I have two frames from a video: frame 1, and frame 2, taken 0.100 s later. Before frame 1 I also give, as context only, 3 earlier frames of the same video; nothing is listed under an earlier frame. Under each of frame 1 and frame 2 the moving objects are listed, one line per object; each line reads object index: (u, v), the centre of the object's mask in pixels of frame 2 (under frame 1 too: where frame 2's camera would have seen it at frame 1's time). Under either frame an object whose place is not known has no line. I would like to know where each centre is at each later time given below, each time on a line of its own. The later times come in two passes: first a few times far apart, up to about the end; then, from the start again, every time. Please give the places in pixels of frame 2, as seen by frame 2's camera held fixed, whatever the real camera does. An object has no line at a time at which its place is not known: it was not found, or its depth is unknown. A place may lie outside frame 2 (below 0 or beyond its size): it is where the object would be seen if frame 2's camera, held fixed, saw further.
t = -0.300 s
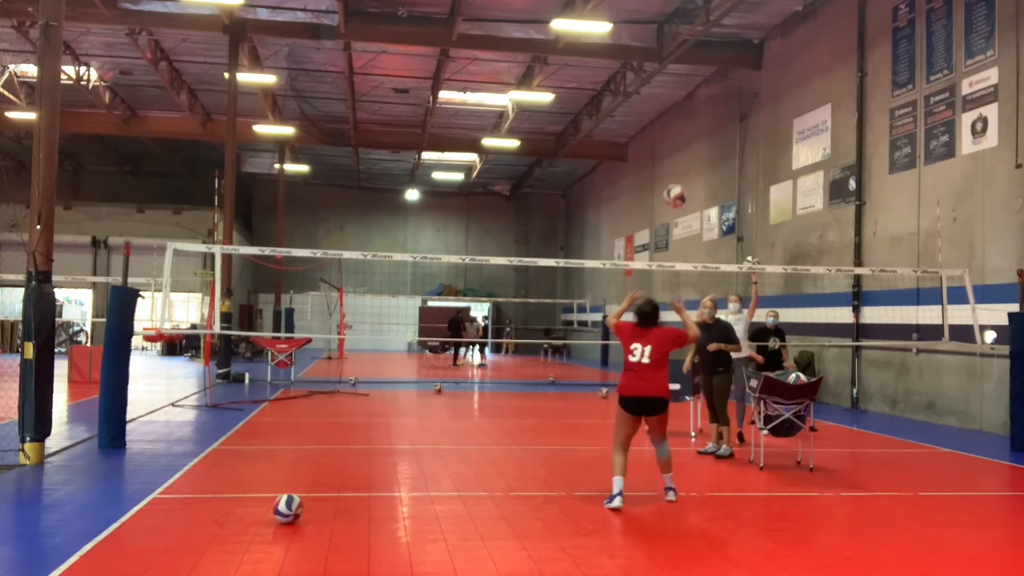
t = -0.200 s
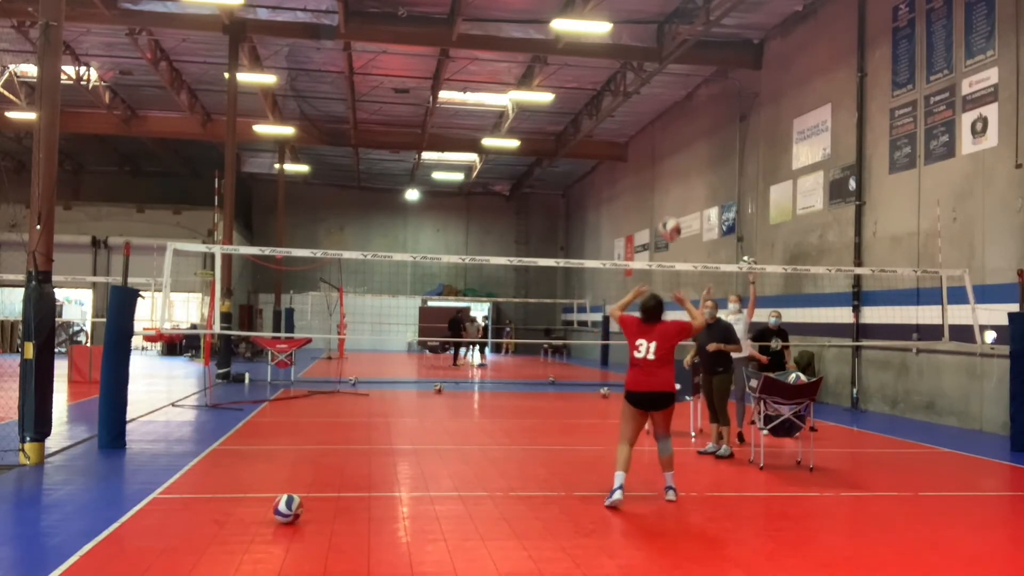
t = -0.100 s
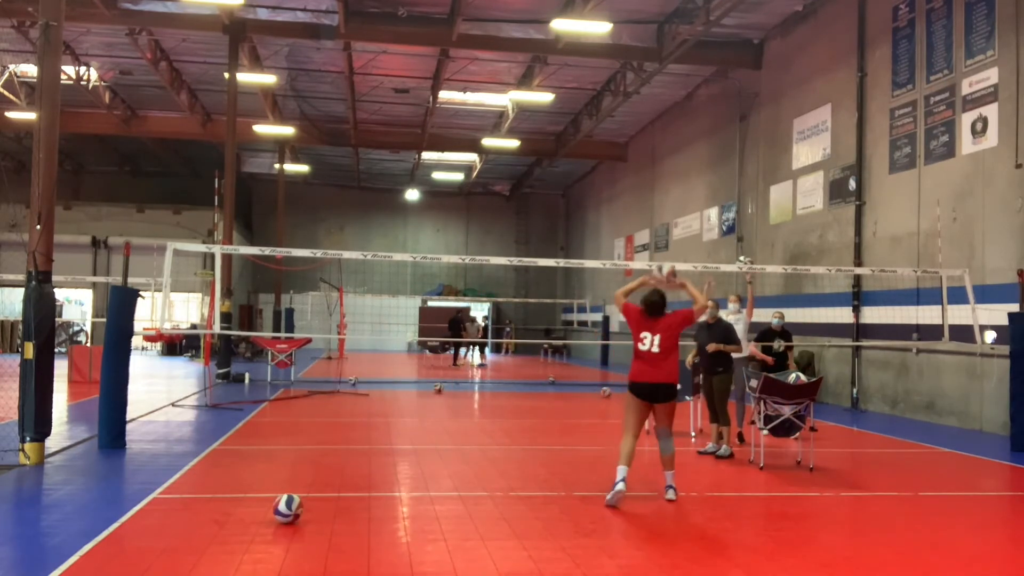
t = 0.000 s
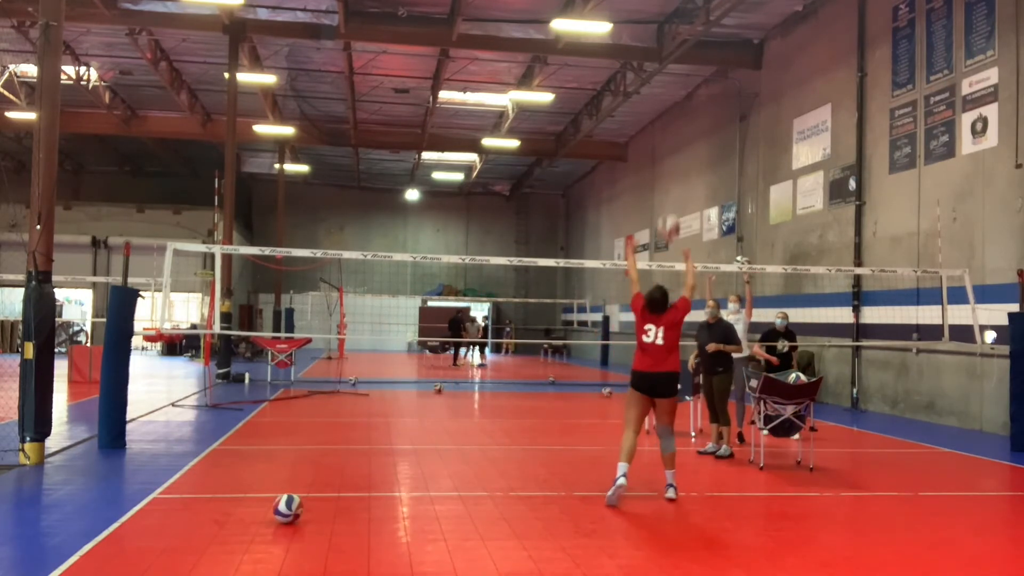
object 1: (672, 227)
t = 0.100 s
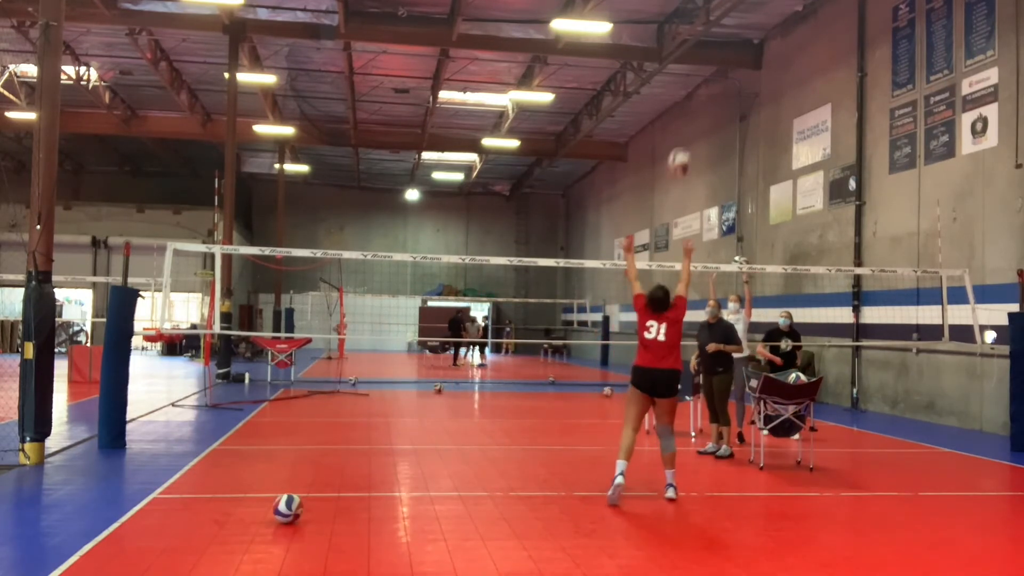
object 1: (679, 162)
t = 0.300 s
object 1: (697, 72)
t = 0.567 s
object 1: (716, 26)
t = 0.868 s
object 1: (734, 59)
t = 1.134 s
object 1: (746, 150)
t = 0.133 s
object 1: (682, 142)
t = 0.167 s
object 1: (686, 126)
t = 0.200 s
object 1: (689, 110)
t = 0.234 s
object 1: (692, 96)
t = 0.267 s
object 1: (694, 82)
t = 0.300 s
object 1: (697, 72)
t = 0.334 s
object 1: (700, 60)
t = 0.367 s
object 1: (702, 52)
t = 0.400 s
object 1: (705, 46)
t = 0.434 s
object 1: (707, 40)
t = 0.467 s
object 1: (710, 35)
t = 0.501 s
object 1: (712, 31)
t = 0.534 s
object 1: (714, 27)
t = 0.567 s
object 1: (716, 26)
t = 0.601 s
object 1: (718, 26)
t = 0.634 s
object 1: (721, 27)
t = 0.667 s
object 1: (723, 28)
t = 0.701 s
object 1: (725, 31)
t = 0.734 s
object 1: (727, 35)
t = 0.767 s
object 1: (729, 39)
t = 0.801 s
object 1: (731, 45)
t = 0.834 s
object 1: (732, 51)
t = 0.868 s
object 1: (734, 59)
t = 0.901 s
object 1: (736, 67)
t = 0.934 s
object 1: (738, 76)
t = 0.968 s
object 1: (739, 86)
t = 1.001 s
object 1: (741, 98)
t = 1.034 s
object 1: (742, 109)
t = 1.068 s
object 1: (742, 121)
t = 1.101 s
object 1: (744, 135)
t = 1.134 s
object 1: (746, 150)
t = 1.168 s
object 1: (747, 164)
